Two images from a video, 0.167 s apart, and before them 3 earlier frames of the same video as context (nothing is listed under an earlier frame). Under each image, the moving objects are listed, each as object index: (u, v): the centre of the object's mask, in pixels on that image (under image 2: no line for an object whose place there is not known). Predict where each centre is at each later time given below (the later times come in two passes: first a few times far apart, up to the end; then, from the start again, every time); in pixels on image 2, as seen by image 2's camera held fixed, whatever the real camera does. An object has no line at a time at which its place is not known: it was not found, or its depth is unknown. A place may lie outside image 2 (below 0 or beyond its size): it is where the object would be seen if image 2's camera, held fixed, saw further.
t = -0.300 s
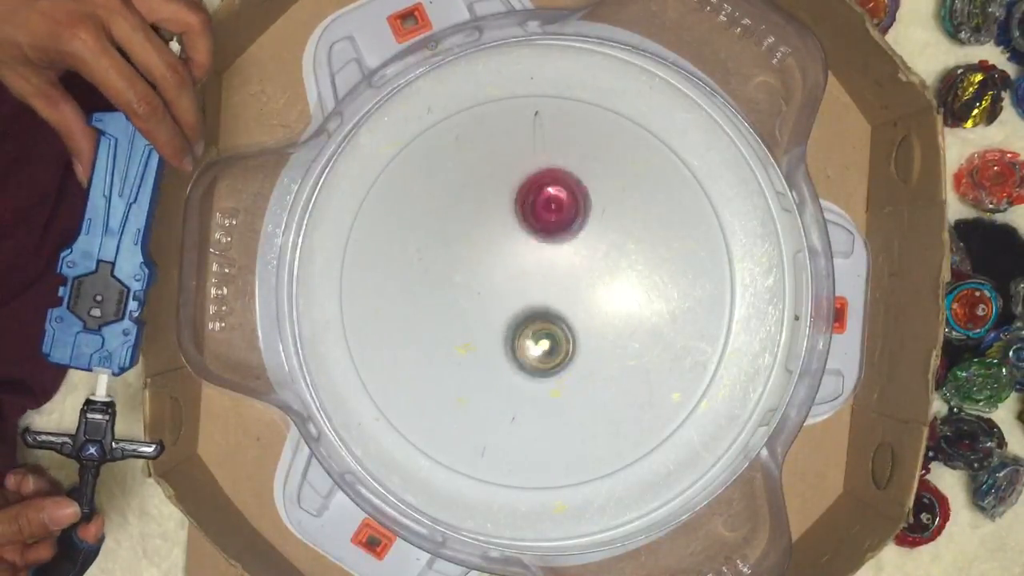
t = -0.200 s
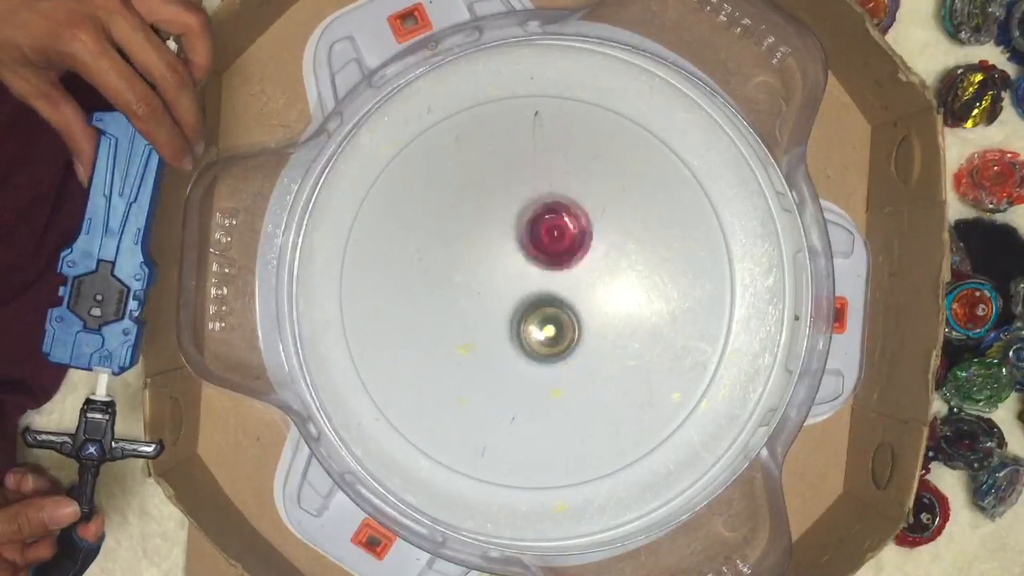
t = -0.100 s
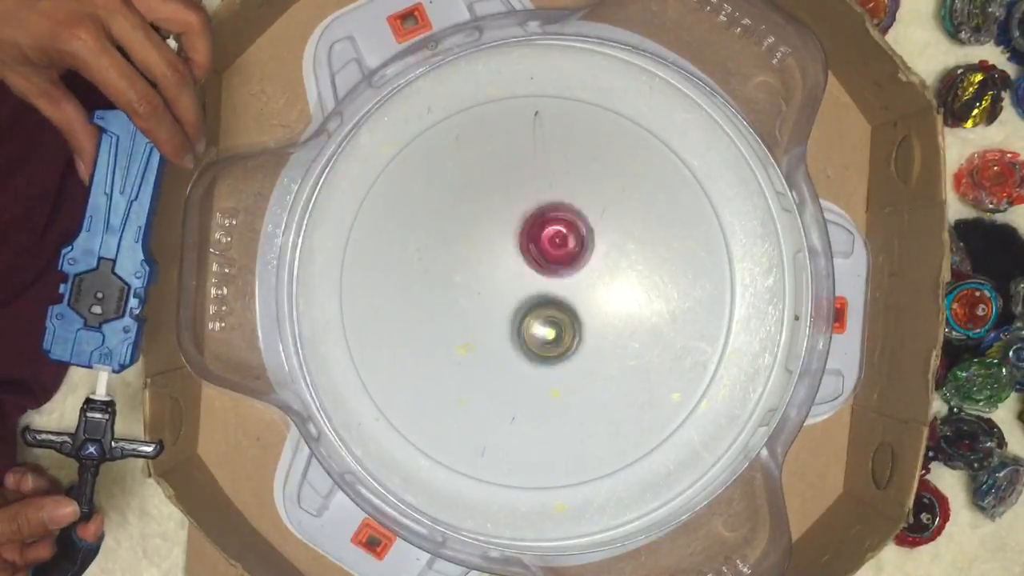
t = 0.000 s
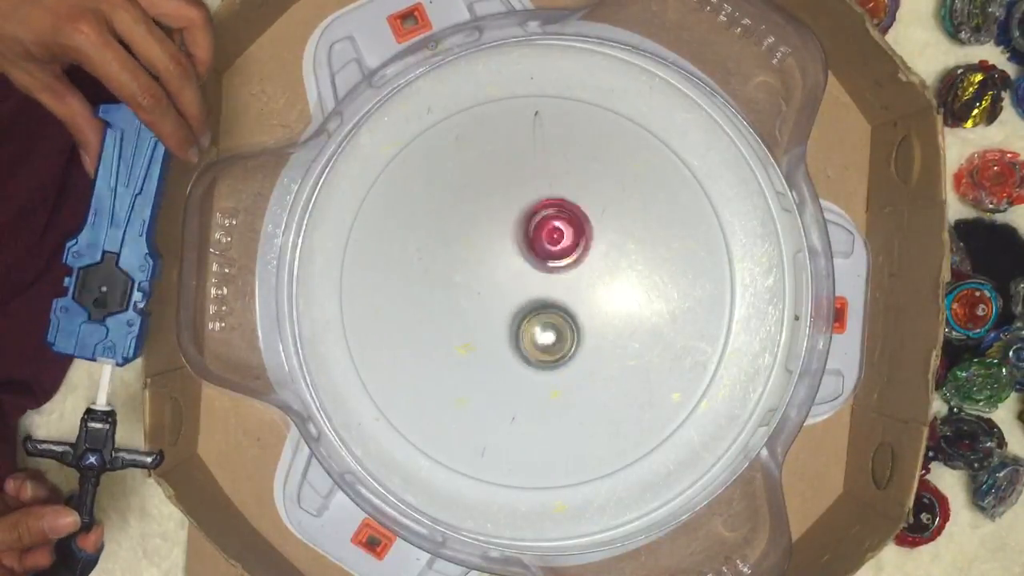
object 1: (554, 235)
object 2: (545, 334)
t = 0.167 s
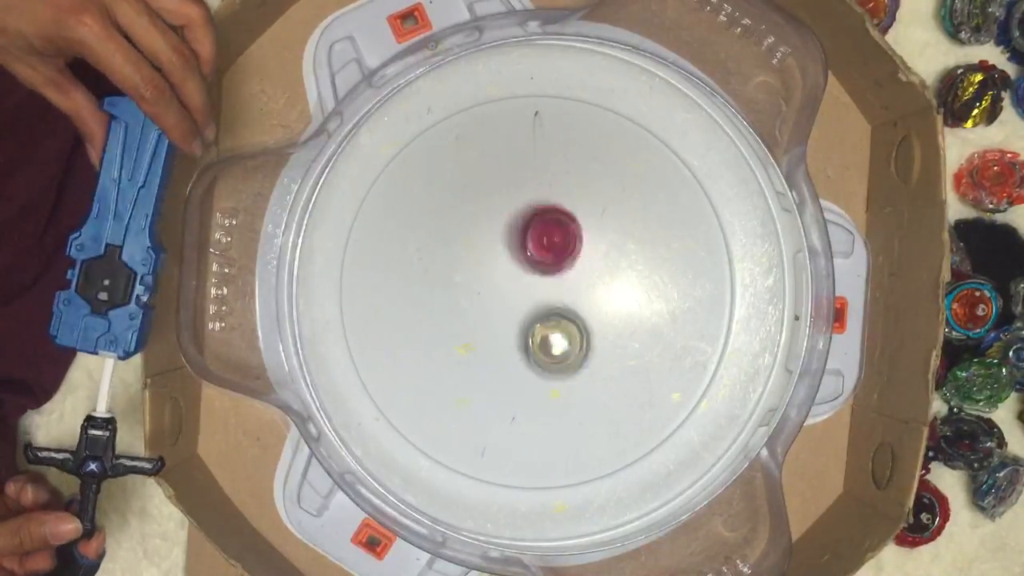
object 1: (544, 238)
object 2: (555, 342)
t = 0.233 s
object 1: (542, 214)
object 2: (556, 367)
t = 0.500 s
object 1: (547, 204)
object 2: (557, 376)
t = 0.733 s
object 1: (539, 246)
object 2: (542, 338)
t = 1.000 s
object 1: (544, 226)
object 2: (527, 315)
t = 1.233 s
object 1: (559, 232)
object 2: (531, 307)
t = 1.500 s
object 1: (590, 286)
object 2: (530, 306)
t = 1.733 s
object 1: (586, 309)
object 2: (525, 300)
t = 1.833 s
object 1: (585, 309)
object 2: (525, 295)
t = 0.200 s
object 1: (542, 224)
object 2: (555, 356)
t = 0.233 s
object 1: (542, 214)
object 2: (556, 367)
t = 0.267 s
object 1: (542, 209)
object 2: (556, 374)
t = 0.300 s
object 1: (542, 206)
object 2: (557, 378)
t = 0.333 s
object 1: (541, 204)
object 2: (558, 380)
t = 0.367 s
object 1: (541, 201)
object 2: (559, 381)
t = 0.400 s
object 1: (543, 199)
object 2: (559, 381)
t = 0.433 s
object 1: (545, 199)
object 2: (559, 381)
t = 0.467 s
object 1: (545, 201)
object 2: (558, 379)
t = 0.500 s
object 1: (547, 204)
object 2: (557, 376)
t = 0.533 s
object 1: (547, 210)
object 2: (555, 372)
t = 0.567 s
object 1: (548, 217)
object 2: (553, 368)
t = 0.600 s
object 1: (548, 224)
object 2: (550, 363)
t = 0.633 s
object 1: (547, 230)
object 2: (548, 357)
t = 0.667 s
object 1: (545, 236)
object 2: (546, 352)
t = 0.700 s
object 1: (541, 242)
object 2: (544, 345)
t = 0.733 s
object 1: (539, 246)
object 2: (542, 338)
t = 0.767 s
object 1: (535, 251)
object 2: (540, 331)
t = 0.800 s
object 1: (532, 252)
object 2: (538, 325)
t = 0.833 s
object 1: (534, 242)
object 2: (533, 328)
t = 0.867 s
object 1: (536, 233)
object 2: (529, 330)
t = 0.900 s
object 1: (539, 228)
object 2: (527, 328)
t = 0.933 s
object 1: (541, 227)
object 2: (527, 324)
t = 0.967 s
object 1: (541, 225)
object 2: (527, 320)
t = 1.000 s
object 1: (544, 226)
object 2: (527, 315)
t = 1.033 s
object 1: (544, 230)
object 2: (529, 310)
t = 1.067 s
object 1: (545, 231)
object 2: (529, 307)
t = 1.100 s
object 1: (549, 227)
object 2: (527, 310)
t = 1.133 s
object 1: (553, 227)
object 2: (527, 311)
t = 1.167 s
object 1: (555, 227)
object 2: (528, 310)
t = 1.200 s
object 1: (557, 229)
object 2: (529, 308)
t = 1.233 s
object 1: (559, 232)
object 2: (531, 307)
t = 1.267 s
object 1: (559, 237)
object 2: (533, 306)
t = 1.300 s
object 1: (559, 243)
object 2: (534, 304)
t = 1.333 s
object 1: (563, 249)
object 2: (533, 305)
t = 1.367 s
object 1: (570, 256)
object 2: (532, 306)
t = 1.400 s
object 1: (577, 264)
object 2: (531, 306)
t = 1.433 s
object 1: (582, 271)
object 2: (530, 306)
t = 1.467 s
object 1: (586, 279)
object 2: (530, 306)
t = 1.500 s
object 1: (590, 286)
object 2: (530, 306)
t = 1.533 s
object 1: (591, 292)
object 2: (530, 305)
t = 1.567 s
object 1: (590, 299)
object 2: (529, 305)
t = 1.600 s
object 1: (589, 306)
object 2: (528, 304)
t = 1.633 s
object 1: (589, 309)
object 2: (527, 303)
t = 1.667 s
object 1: (588, 310)
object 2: (525, 302)
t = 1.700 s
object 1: (587, 309)
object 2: (525, 301)
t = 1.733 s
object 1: (586, 309)
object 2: (525, 300)
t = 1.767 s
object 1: (585, 309)
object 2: (525, 299)
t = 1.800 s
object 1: (585, 309)
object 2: (525, 297)
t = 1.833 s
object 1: (585, 309)
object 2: (525, 295)
